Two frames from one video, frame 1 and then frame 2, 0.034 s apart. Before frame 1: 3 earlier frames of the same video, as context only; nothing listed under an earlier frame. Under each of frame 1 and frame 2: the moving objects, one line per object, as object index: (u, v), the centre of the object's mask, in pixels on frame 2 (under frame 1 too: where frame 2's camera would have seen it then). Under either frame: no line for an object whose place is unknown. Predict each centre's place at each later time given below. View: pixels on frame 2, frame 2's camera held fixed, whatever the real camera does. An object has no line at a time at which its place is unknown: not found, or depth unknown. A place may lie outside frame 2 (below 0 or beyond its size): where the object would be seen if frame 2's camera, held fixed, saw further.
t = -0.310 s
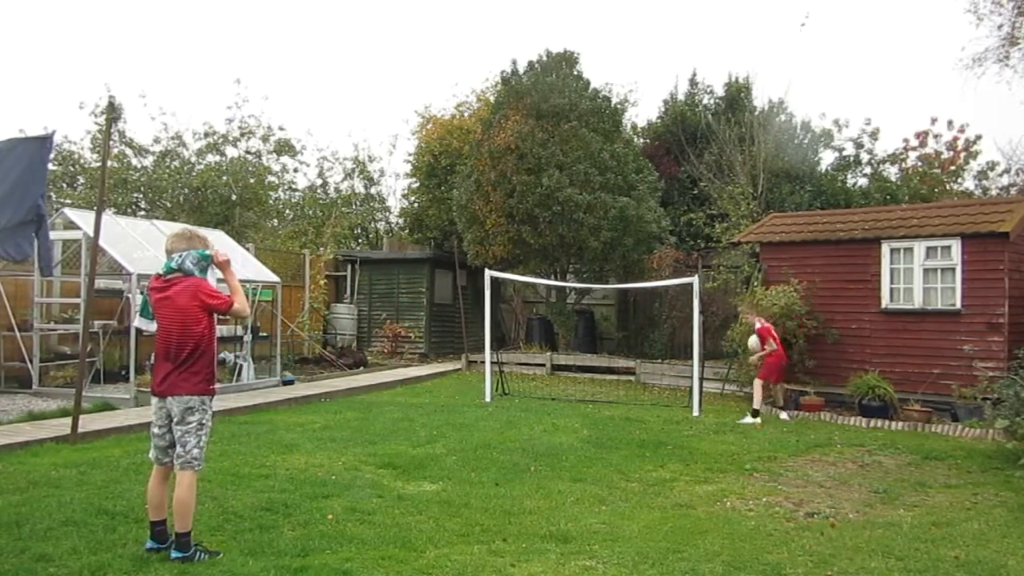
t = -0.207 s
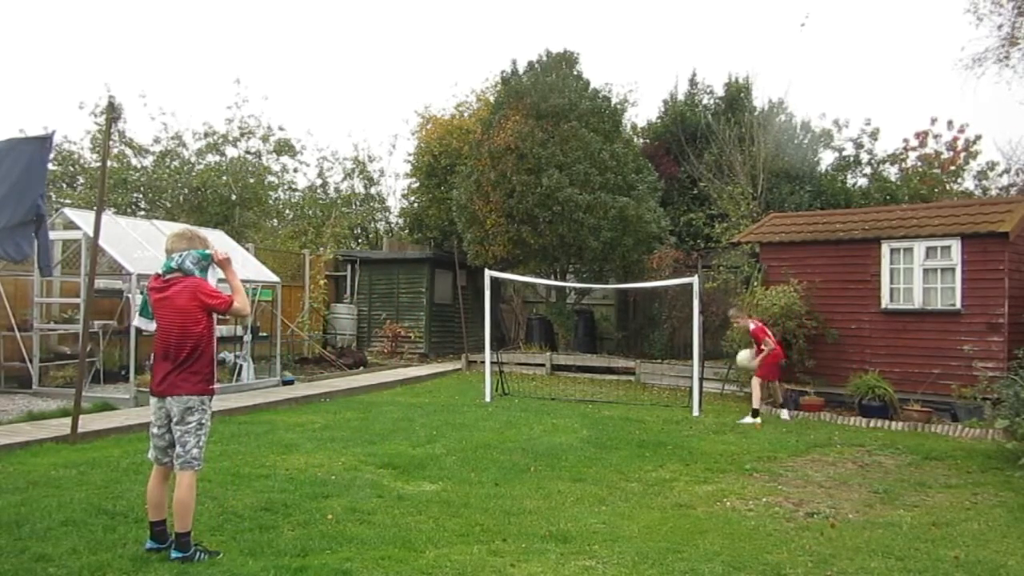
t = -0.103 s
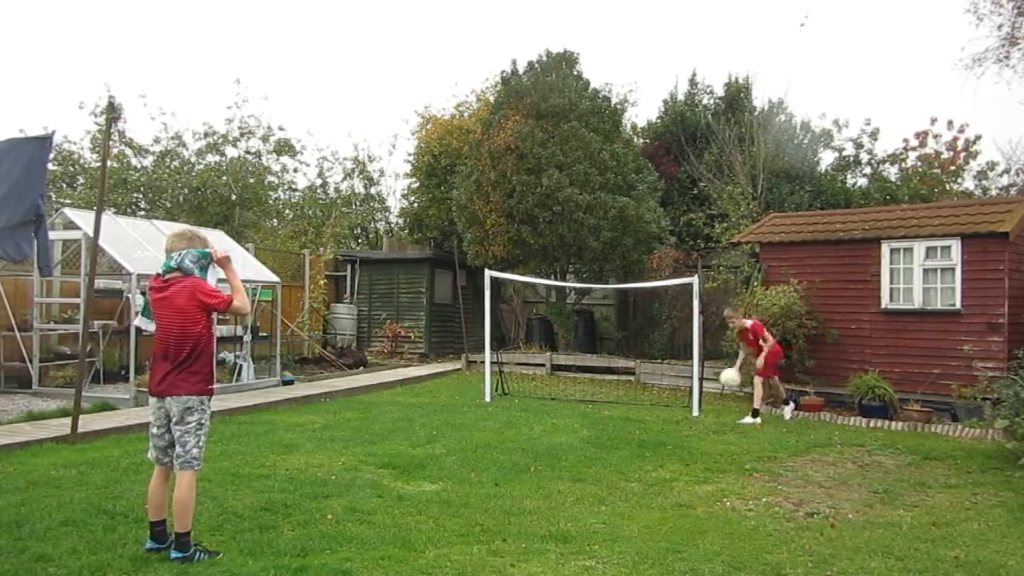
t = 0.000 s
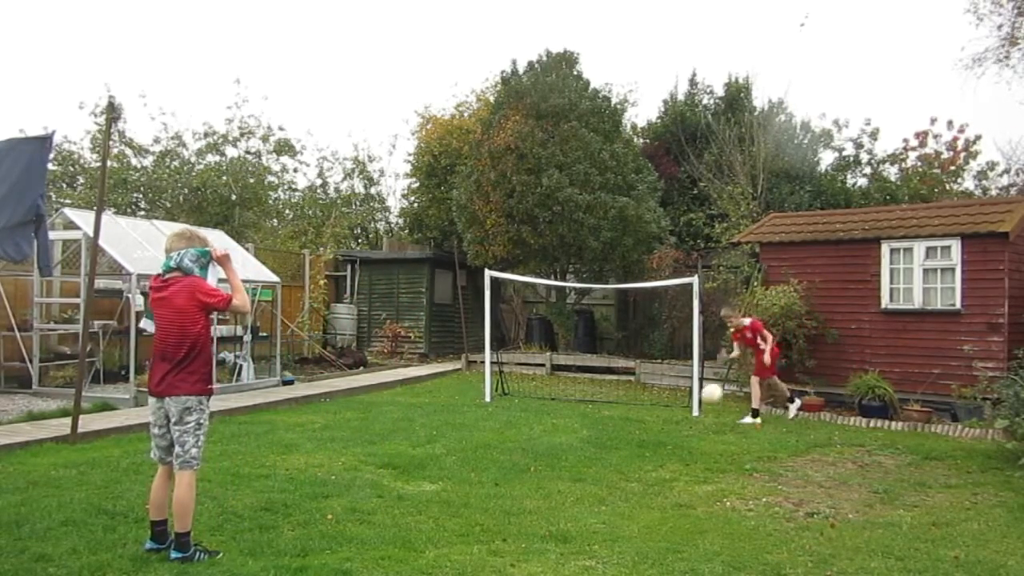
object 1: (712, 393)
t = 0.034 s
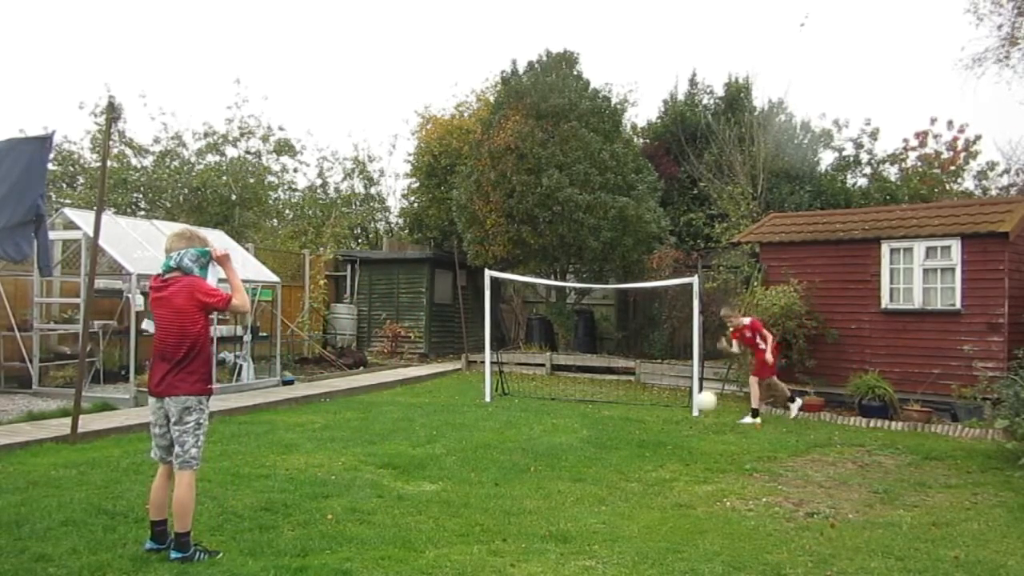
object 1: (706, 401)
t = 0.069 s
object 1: (699, 410)
